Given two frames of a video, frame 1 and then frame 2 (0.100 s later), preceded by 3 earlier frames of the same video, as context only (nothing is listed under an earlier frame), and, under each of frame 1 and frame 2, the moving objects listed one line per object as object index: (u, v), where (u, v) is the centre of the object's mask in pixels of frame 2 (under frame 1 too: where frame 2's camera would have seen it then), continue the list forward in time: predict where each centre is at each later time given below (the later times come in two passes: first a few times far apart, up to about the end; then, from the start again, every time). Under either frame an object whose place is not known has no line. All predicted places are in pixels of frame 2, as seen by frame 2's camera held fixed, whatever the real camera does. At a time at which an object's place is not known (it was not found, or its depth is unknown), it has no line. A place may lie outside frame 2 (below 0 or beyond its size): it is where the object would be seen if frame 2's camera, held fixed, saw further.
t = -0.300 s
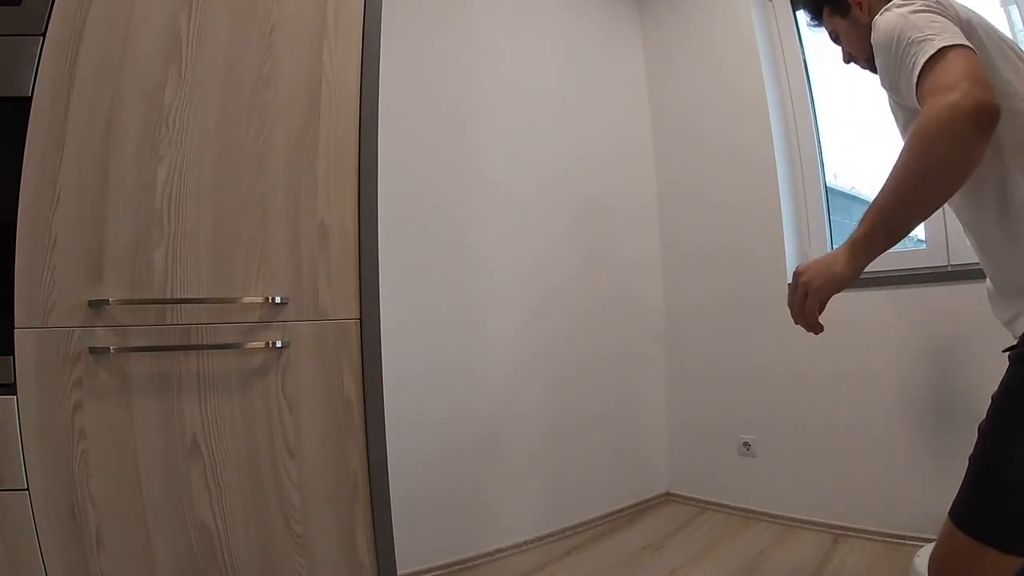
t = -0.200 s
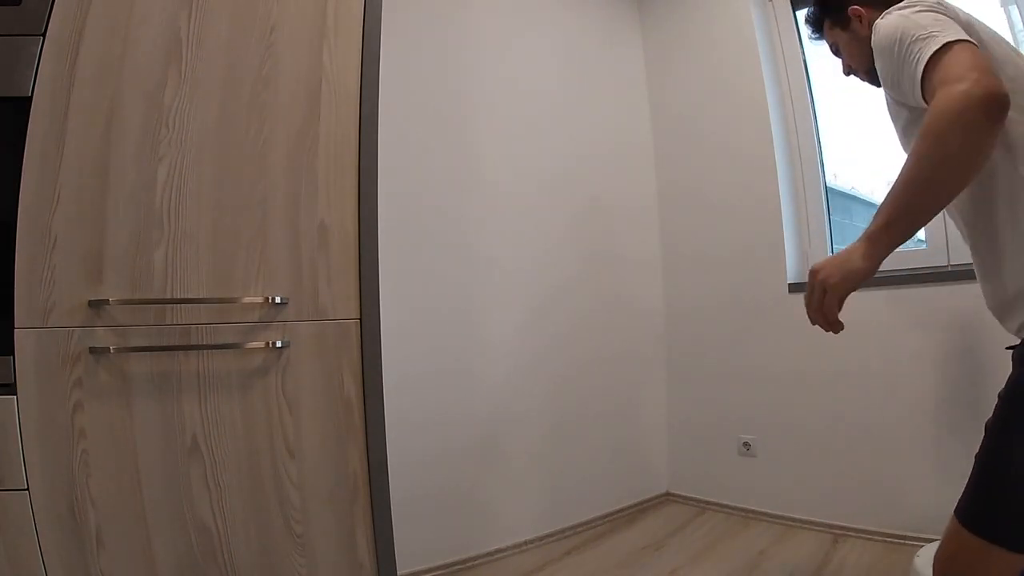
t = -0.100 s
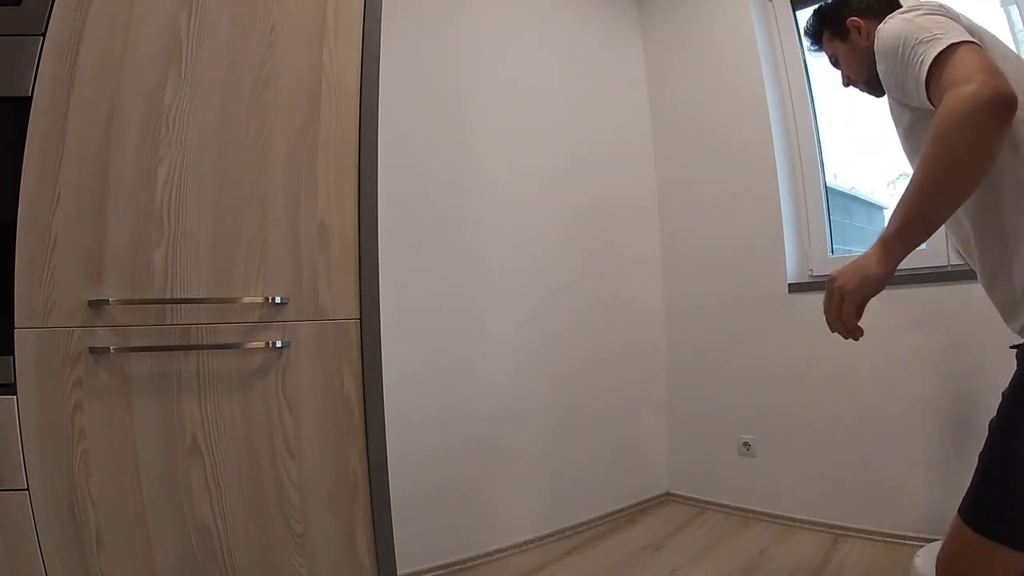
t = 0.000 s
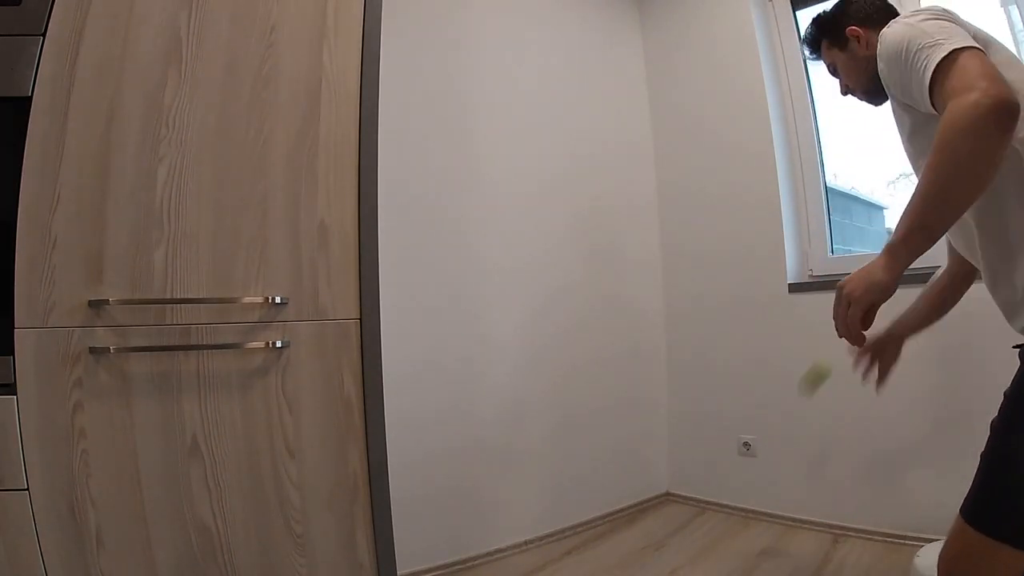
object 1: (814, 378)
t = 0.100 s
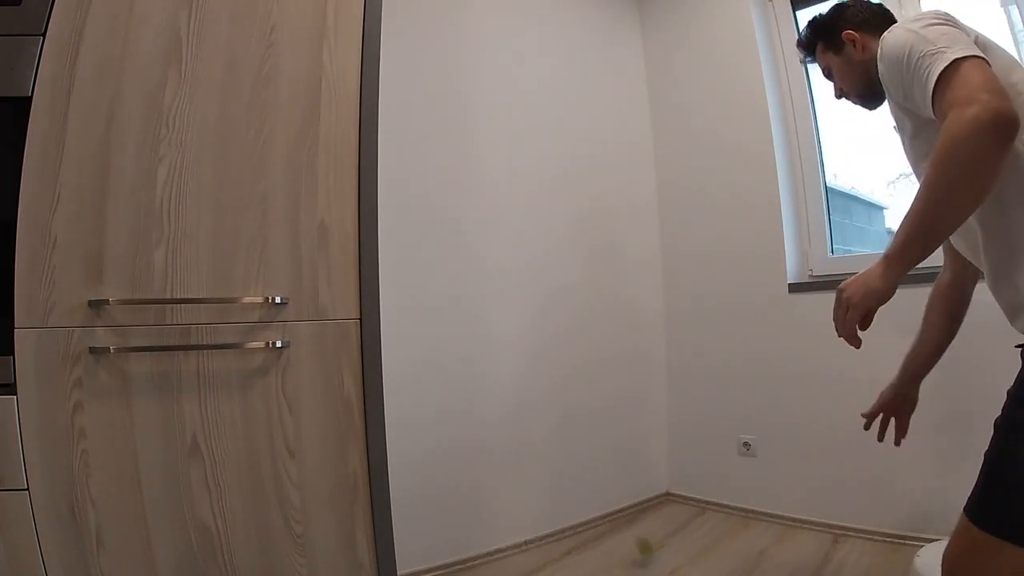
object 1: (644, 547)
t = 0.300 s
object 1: (525, 305)
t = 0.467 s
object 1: (530, 174)
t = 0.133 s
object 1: (621, 497)
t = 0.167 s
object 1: (597, 453)
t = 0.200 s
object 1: (573, 410)
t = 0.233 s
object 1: (548, 370)
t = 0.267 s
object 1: (523, 336)
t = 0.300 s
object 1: (525, 305)
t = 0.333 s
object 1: (526, 277)
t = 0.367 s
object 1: (527, 249)
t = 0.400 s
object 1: (528, 223)
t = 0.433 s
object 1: (529, 198)
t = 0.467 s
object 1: (530, 174)
